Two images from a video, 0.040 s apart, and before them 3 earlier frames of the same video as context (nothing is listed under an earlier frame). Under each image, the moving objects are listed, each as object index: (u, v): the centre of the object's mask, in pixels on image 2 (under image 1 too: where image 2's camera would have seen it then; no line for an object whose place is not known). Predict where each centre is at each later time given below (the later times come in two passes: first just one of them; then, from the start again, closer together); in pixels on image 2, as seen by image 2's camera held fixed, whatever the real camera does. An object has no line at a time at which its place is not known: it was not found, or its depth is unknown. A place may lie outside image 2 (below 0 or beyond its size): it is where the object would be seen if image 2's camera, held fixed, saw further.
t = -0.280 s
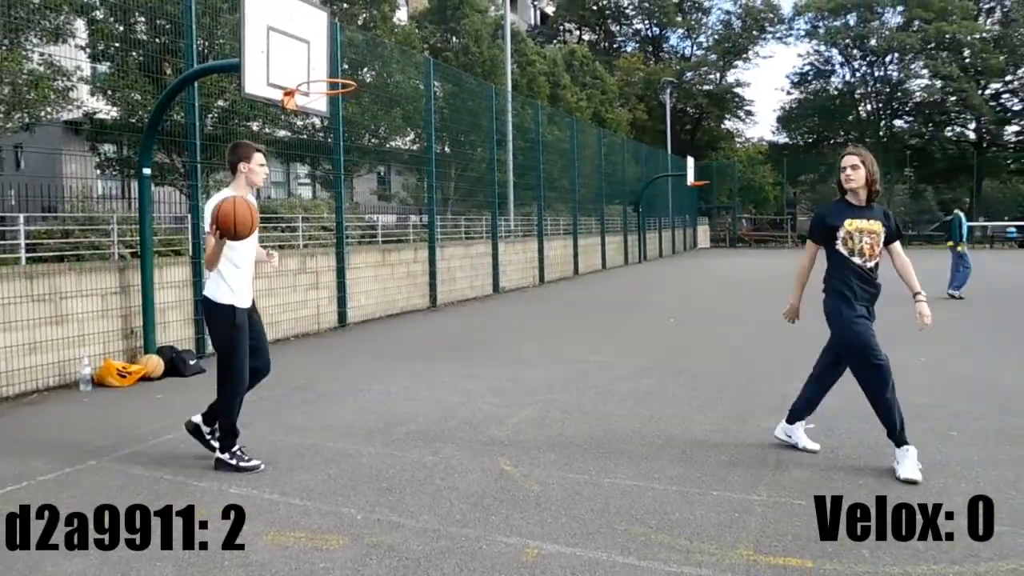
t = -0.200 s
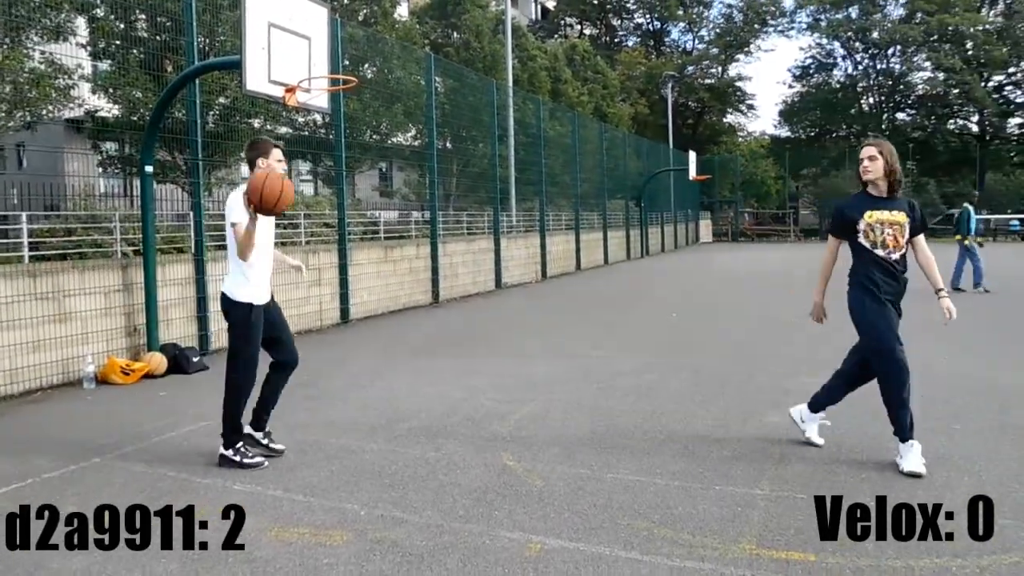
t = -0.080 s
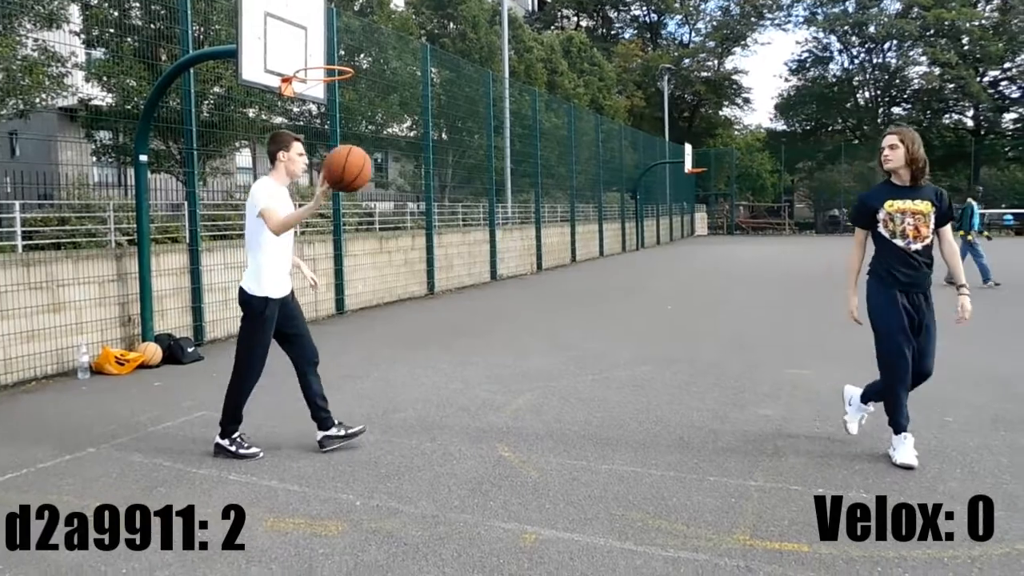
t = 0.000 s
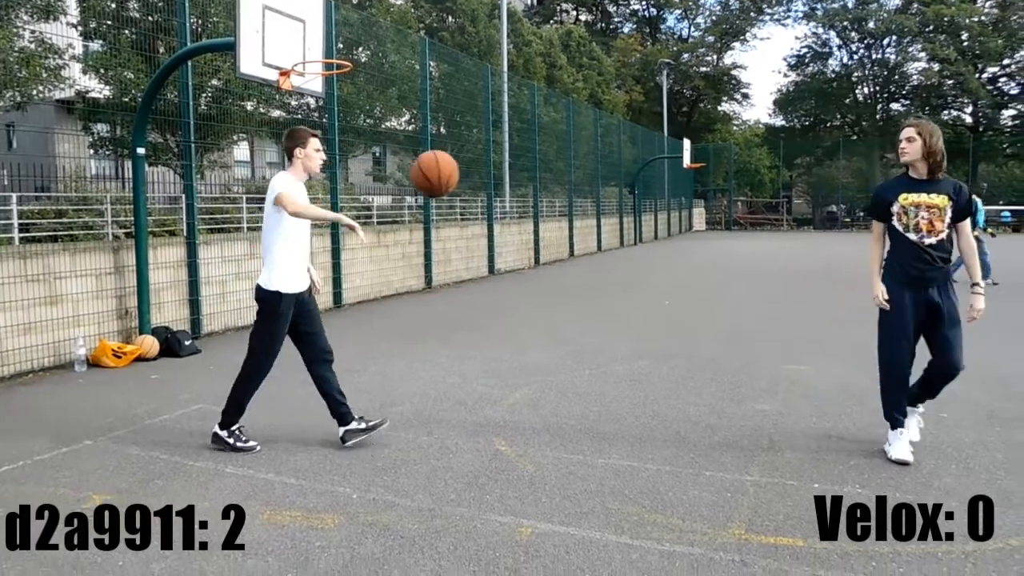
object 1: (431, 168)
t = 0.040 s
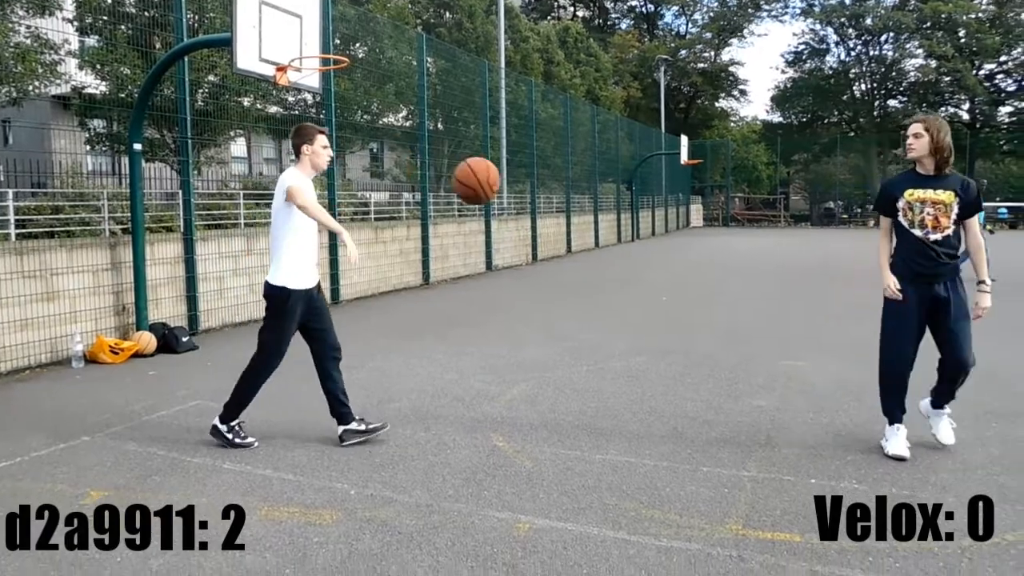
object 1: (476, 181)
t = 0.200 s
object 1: (652, 255)
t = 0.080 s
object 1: (520, 195)
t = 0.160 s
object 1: (608, 234)
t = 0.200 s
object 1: (652, 255)
